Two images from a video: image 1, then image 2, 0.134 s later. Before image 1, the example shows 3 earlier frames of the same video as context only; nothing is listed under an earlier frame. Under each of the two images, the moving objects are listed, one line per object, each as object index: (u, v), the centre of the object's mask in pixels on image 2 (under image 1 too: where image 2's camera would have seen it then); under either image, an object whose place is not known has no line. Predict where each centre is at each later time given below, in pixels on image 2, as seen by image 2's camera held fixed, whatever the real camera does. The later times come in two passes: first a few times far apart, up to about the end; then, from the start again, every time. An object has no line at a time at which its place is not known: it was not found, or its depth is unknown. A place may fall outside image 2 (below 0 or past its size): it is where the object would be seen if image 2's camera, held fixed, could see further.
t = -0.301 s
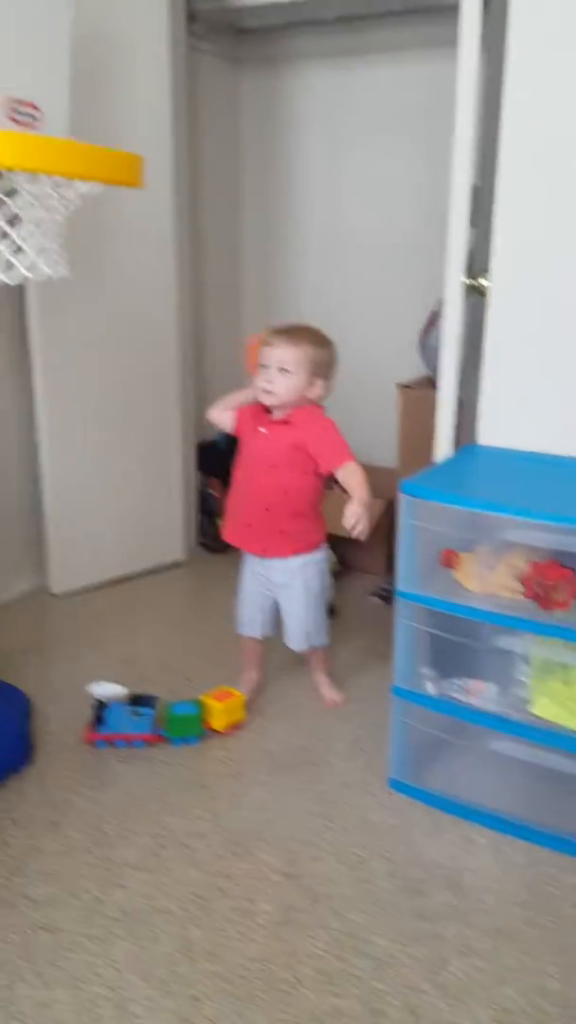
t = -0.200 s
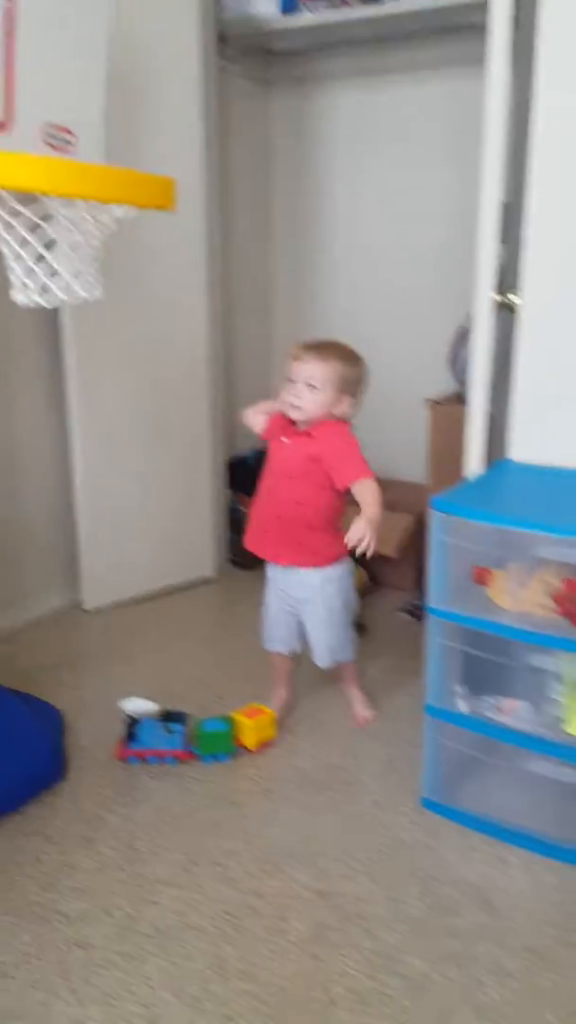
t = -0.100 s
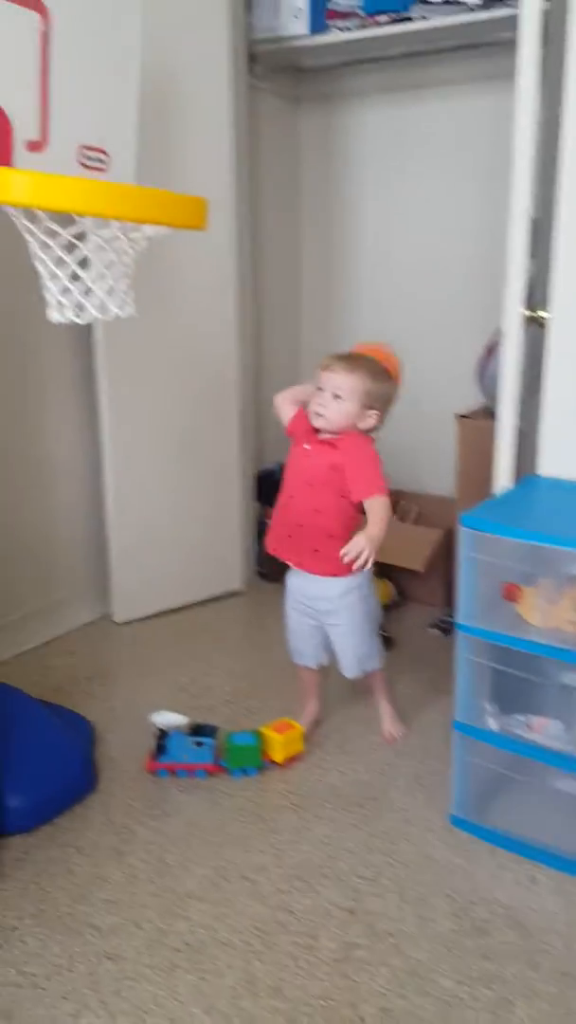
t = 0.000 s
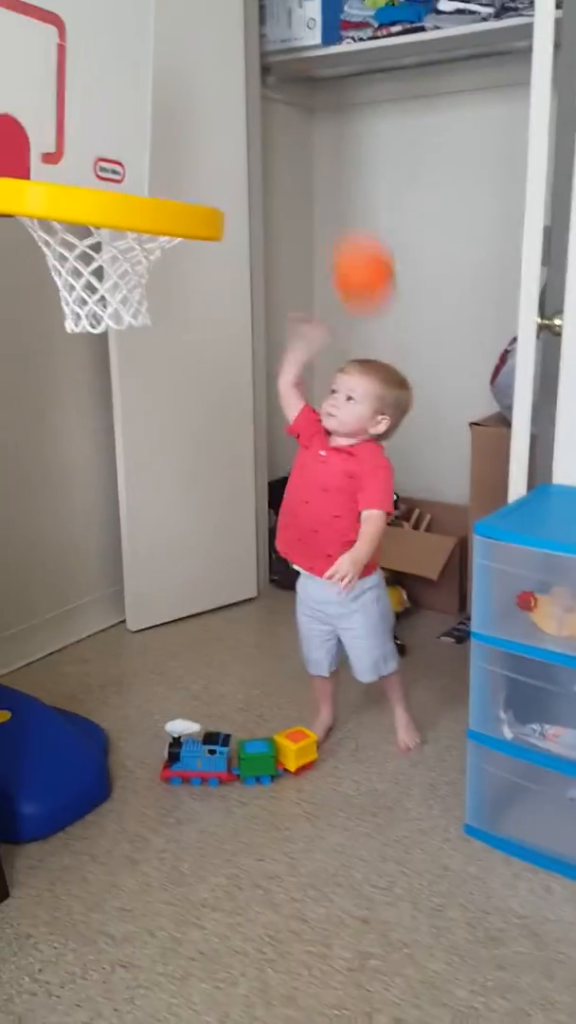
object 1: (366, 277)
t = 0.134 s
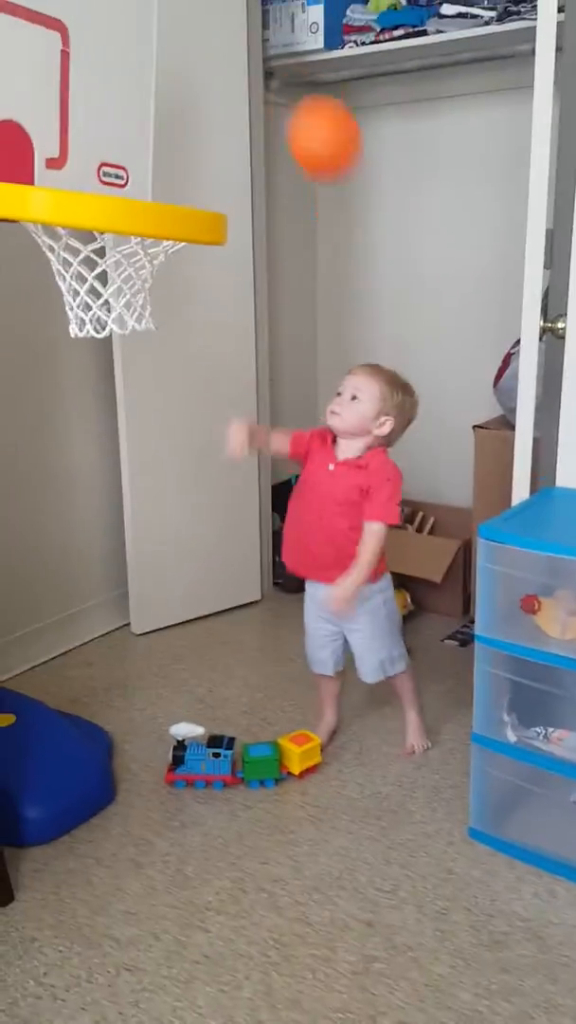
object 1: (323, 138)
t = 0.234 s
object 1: (286, 90)
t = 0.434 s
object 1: (197, 171)
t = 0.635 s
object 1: (104, 162)
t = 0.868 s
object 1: (41, 161)
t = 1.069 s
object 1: (111, 251)
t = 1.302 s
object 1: (134, 258)
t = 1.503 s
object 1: (65, 251)
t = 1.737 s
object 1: (108, 294)
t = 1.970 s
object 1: (163, 485)
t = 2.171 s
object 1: (204, 811)
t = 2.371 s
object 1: (221, 654)
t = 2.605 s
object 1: (251, 715)
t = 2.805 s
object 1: (282, 833)
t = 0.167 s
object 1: (311, 116)
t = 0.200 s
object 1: (299, 101)
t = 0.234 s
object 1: (286, 90)
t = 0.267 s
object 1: (273, 88)
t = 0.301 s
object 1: (258, 90)
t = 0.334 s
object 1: (243, 98)
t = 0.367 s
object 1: (227, 114)
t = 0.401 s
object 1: (211, 142)
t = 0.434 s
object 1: (197, 171)
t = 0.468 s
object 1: (188, 173)
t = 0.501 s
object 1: (174, 165)
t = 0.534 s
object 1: (160, 164)
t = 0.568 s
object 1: (144, 167)
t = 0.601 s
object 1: (125, 165)
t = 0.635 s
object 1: (104, 162)
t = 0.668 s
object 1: (84, 163)
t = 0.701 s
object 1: (66, 159)
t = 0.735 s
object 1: (51, 157)
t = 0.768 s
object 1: (44, 157)
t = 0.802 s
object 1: (41, 156)
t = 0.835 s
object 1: (40, 158)
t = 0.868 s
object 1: (41, 161)
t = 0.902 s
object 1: (45, 164)
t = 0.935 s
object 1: (55, 169)
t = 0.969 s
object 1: (67, 176)
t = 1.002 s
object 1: (81, 182)
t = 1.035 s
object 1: (96, 248)
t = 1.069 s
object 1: (111, 251)
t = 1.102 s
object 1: (130, 256)
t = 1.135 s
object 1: (144, 258)
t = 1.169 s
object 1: (154, 260)
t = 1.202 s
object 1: (155, 260)
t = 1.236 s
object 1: (154, 260)
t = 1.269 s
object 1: (146, 259)
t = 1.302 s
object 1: (134, 258)
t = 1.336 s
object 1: (119, 255)
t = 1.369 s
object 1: (106, 252)
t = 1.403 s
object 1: (92, 251)
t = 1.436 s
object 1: (78, 249)
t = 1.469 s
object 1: (70, 250)
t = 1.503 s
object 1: (65, 251)
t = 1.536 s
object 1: (65, 252)
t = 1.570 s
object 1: (67, 258)
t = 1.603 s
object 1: (72, 261)
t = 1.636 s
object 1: (85, 267)
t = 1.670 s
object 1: (94, 273)
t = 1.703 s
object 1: (105, 286)
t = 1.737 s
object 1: (108, 294)
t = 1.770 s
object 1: (131, 341)
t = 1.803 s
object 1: (131, 346)
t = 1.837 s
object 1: (136, 355)
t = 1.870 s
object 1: (139, 370)
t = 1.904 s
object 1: (148, 402)
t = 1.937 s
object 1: (156, 441)
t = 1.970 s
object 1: (163, 485)
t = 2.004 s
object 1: (170, 534)
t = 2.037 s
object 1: (178, 583)
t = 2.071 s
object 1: (185, 644)
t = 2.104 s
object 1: (191, 697)
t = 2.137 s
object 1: (199, 773)
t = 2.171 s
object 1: (204, 811)
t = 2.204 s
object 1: (206, 778)
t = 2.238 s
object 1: (209, 742)
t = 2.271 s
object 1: (211, 709)
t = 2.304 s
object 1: (214, 688)
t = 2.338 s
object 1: (217, 667)
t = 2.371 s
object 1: (221, 654)
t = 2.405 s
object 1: (225, 646)
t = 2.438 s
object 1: (229, 643)
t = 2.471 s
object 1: (233, 645)
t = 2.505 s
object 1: (237, 654)
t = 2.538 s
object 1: (242, 668)
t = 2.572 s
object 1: (246, 690)
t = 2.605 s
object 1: (251, 715)
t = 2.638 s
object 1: (256, 749)
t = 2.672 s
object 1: (261, 790)
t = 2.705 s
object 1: (266, 835)
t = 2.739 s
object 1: (273, 879)
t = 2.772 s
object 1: (277, 862)
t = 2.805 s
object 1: (282, 833)
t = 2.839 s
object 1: (287, 813)
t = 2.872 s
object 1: (291, 799)
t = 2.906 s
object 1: (297, 790)
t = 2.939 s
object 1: (302, 787)
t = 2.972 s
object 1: (308, 790)
